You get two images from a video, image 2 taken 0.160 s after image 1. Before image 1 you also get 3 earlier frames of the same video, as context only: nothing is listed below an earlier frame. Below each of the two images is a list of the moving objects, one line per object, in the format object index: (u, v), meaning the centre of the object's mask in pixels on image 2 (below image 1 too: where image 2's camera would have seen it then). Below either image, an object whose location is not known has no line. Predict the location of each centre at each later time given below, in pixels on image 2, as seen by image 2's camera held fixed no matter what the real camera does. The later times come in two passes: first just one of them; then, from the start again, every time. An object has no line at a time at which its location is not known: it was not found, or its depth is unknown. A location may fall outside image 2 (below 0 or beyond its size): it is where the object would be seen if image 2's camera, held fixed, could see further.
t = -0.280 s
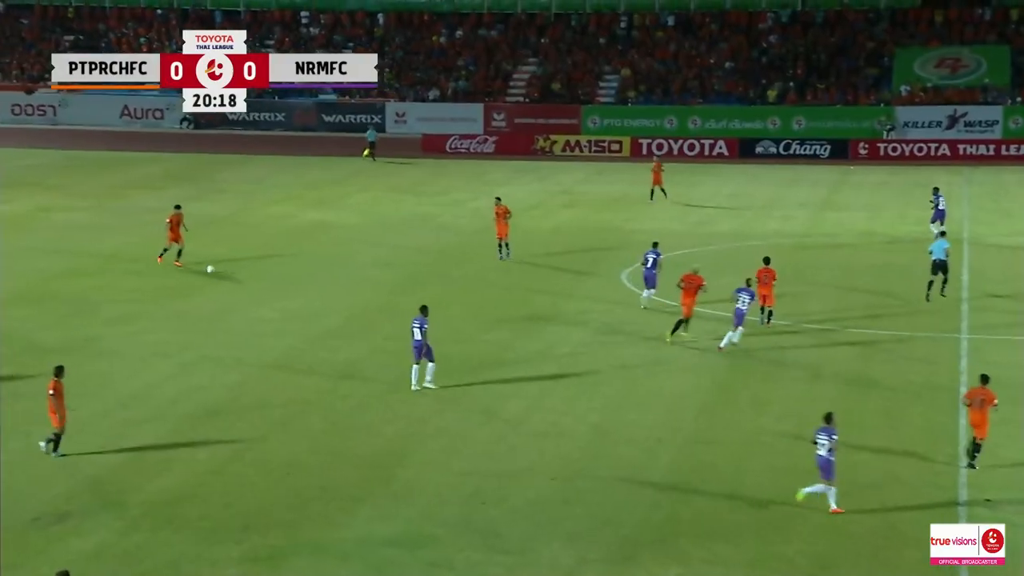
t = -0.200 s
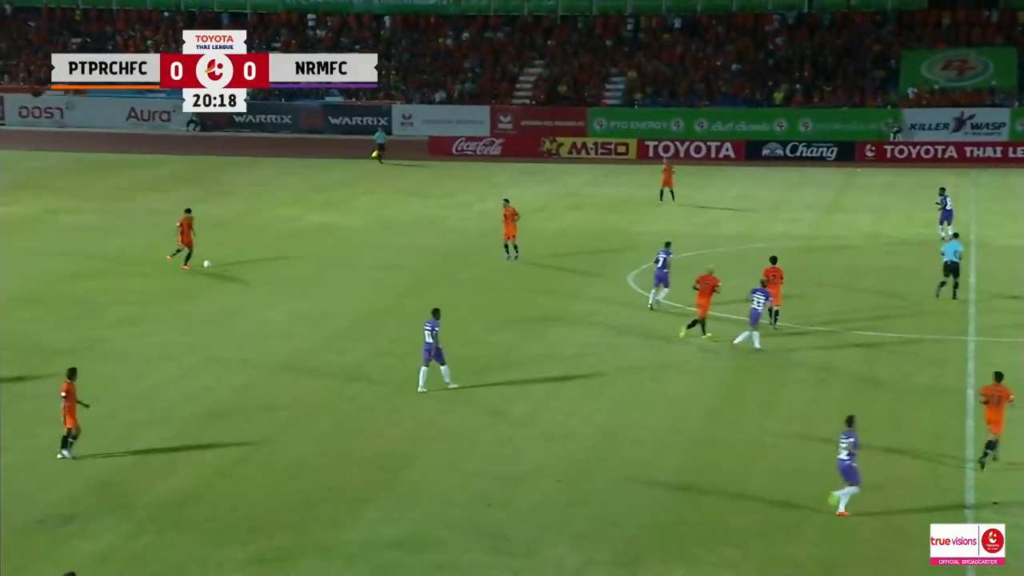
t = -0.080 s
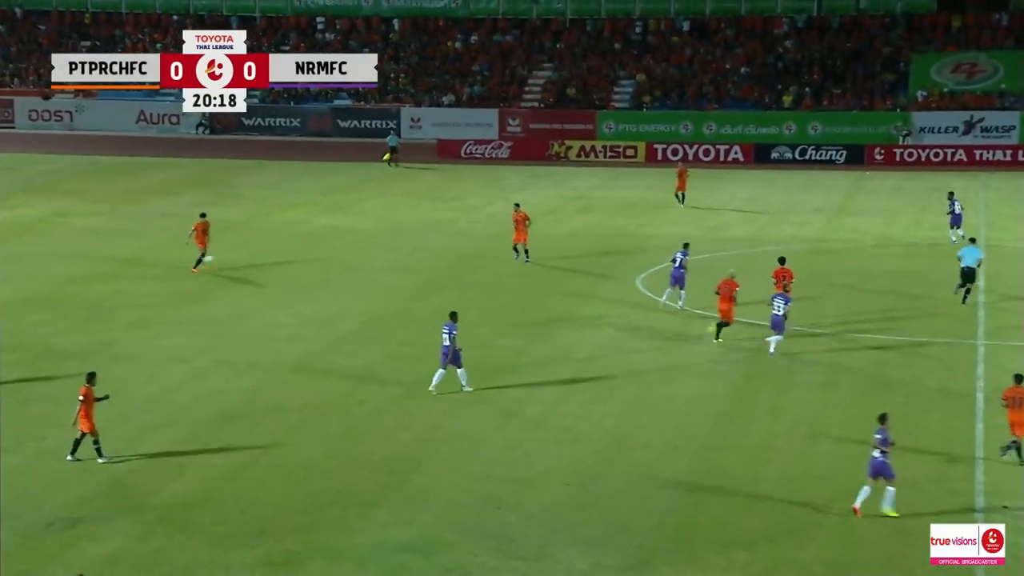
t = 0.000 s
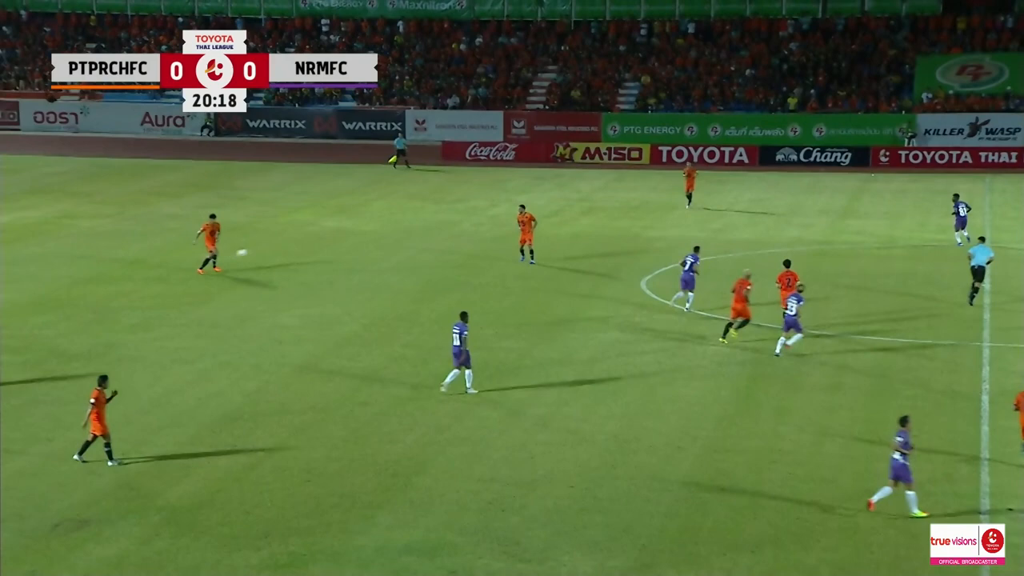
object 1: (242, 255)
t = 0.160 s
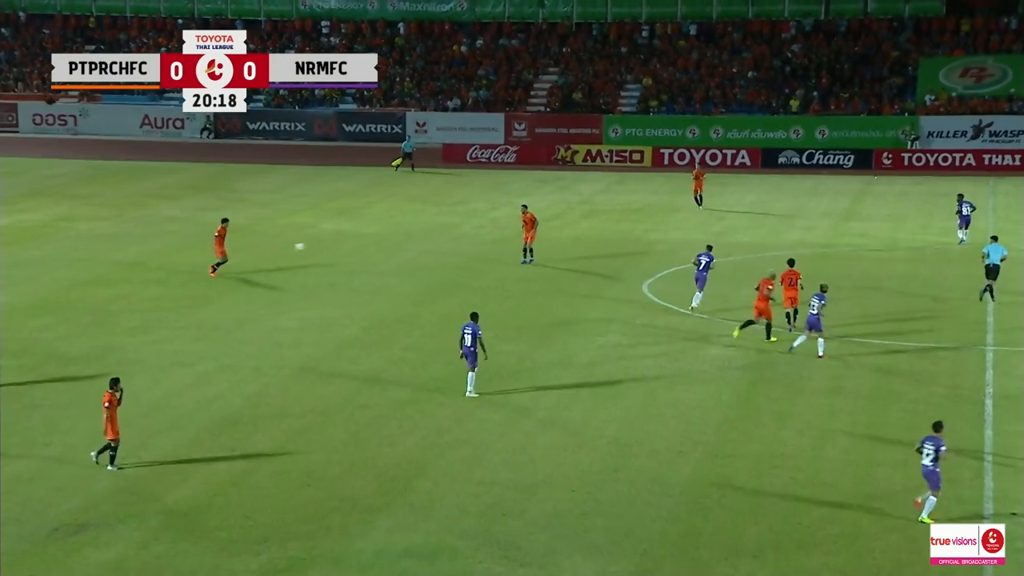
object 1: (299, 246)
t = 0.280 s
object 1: (342, 246)
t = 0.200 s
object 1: (313, 245)
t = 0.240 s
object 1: (328, 245)
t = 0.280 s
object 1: (342, 246)
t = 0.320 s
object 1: (356, 247)
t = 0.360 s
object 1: (369, 248)
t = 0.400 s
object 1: (384, 250)
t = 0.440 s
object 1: (397, 252)
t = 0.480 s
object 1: (411, 256)
